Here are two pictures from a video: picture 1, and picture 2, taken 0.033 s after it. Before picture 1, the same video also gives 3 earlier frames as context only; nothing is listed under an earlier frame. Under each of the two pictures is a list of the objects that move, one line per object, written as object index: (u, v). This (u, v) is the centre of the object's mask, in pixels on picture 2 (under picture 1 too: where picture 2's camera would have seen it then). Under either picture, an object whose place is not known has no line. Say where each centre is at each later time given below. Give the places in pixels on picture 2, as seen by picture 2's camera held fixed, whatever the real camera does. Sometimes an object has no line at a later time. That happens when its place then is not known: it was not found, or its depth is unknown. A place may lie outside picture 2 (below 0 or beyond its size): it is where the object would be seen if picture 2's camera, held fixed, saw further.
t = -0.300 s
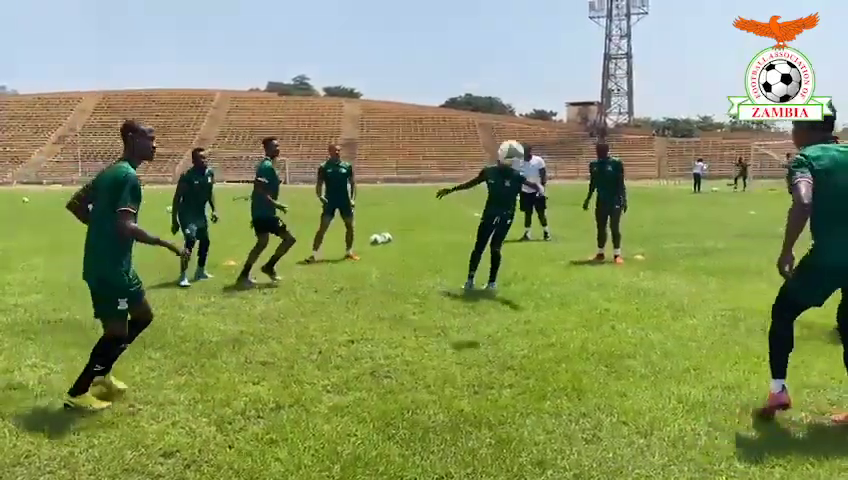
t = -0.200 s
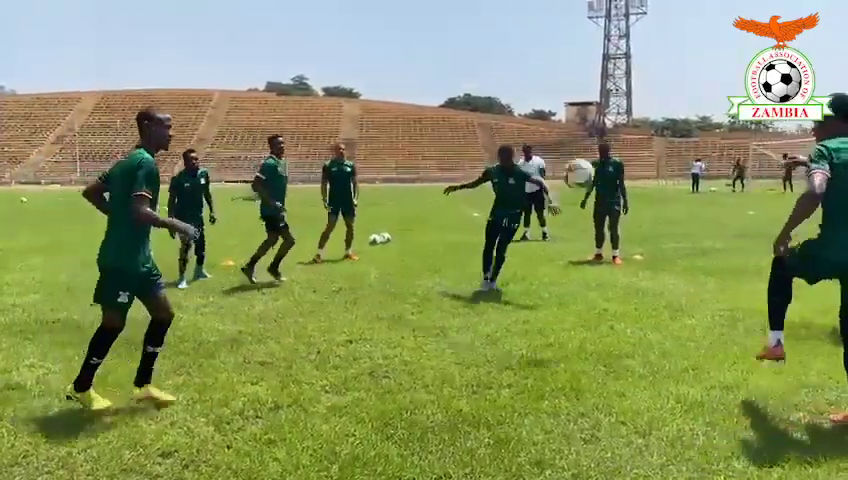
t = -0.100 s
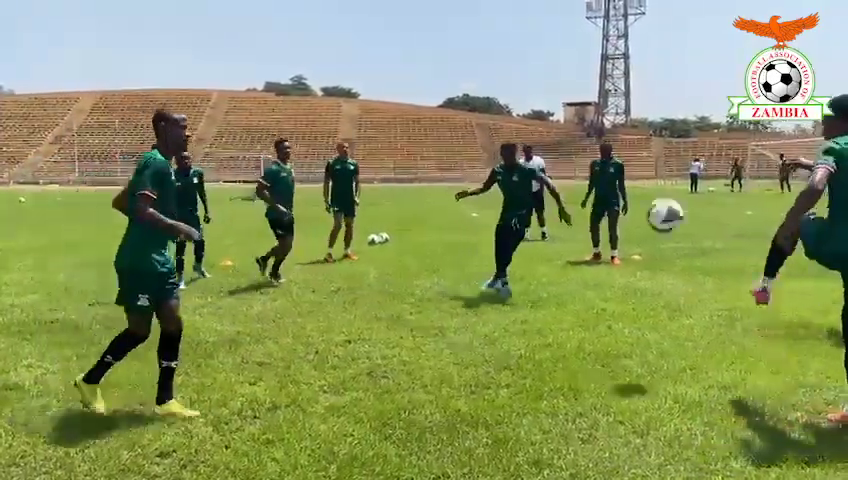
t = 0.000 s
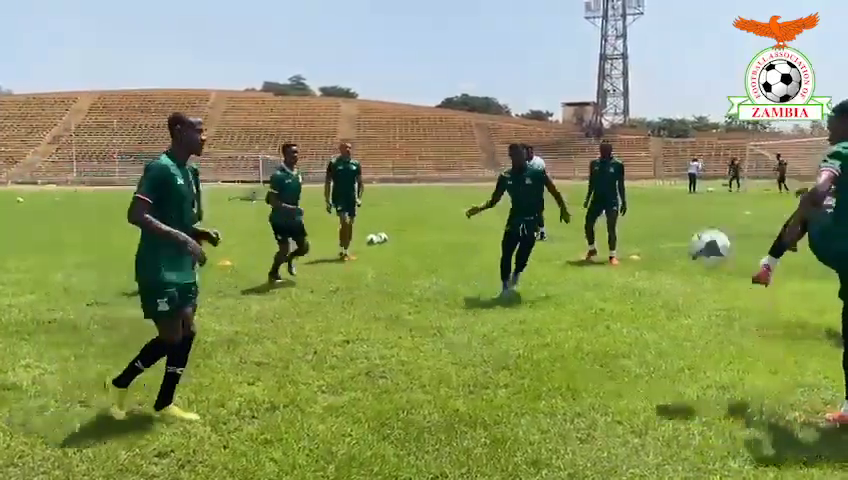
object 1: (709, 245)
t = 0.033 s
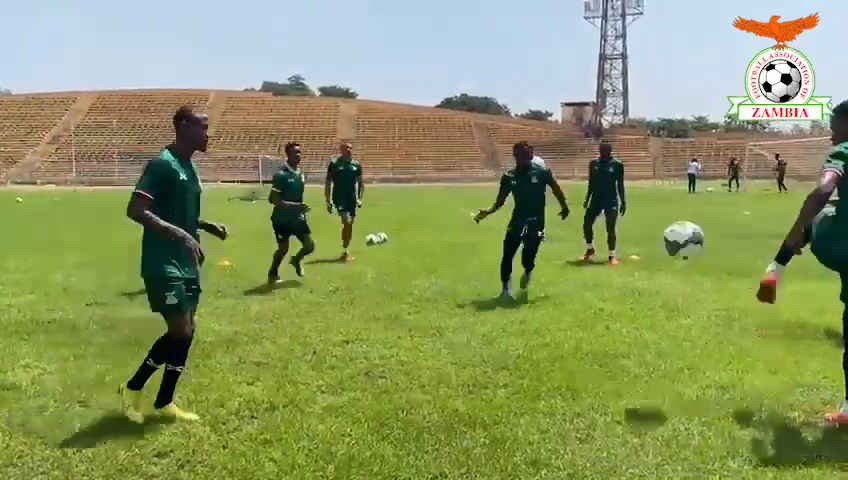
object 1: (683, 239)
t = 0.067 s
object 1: (655, 232)
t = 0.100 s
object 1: (627, 229)
